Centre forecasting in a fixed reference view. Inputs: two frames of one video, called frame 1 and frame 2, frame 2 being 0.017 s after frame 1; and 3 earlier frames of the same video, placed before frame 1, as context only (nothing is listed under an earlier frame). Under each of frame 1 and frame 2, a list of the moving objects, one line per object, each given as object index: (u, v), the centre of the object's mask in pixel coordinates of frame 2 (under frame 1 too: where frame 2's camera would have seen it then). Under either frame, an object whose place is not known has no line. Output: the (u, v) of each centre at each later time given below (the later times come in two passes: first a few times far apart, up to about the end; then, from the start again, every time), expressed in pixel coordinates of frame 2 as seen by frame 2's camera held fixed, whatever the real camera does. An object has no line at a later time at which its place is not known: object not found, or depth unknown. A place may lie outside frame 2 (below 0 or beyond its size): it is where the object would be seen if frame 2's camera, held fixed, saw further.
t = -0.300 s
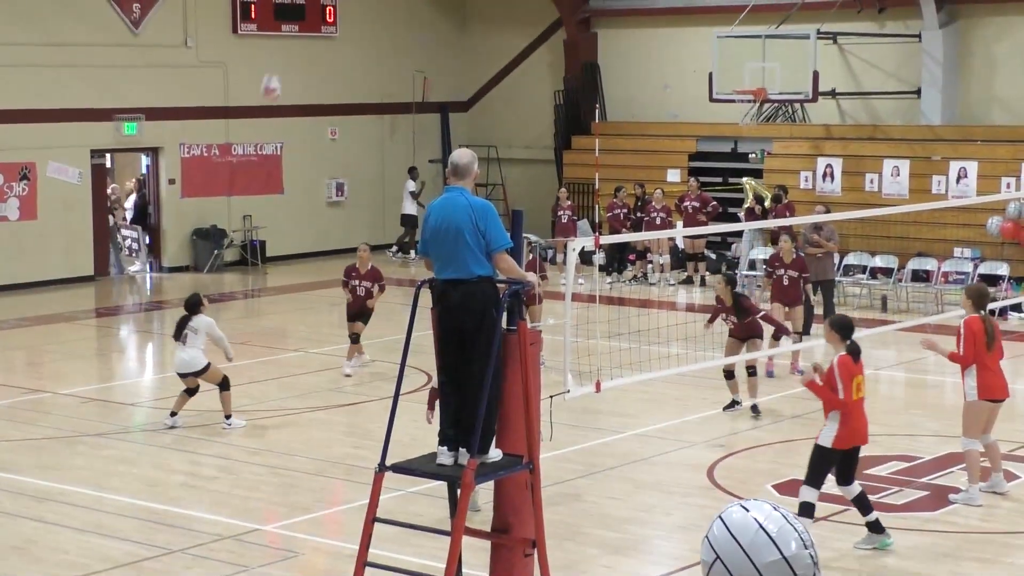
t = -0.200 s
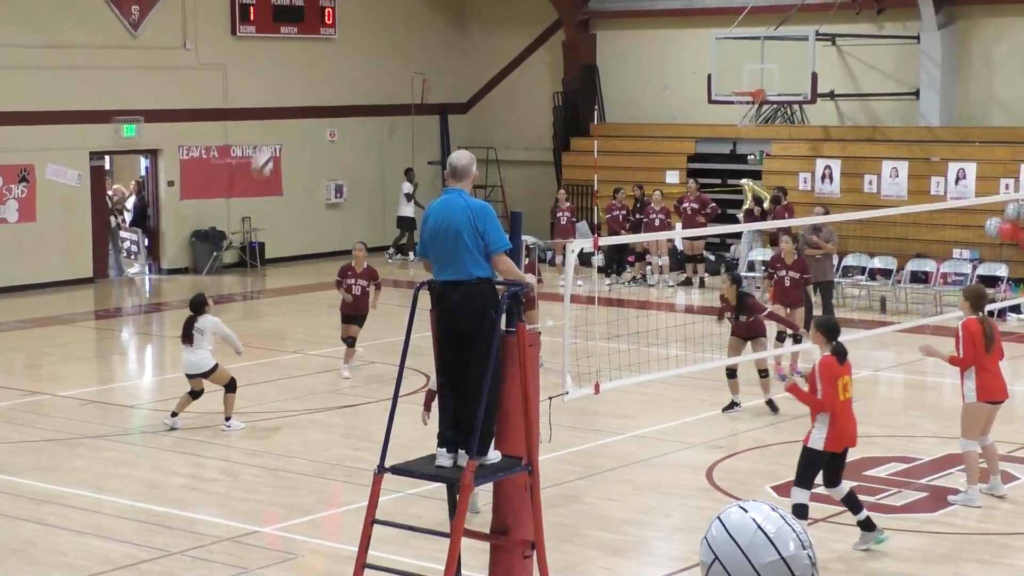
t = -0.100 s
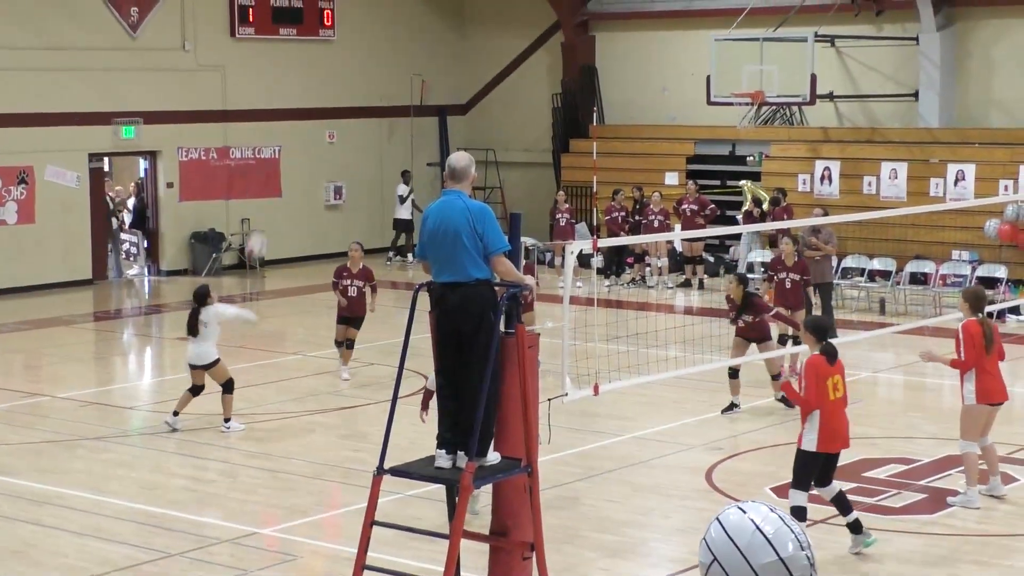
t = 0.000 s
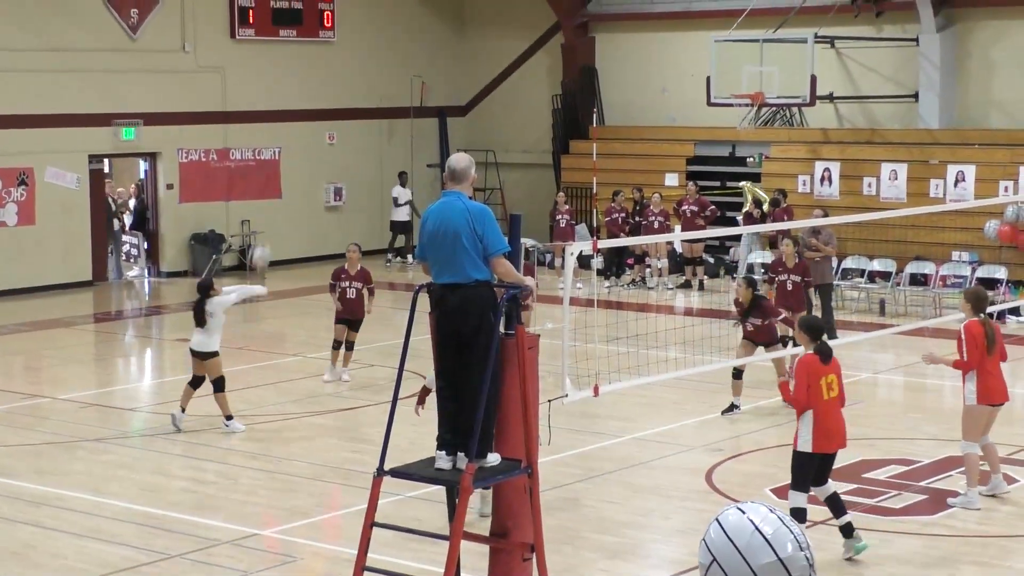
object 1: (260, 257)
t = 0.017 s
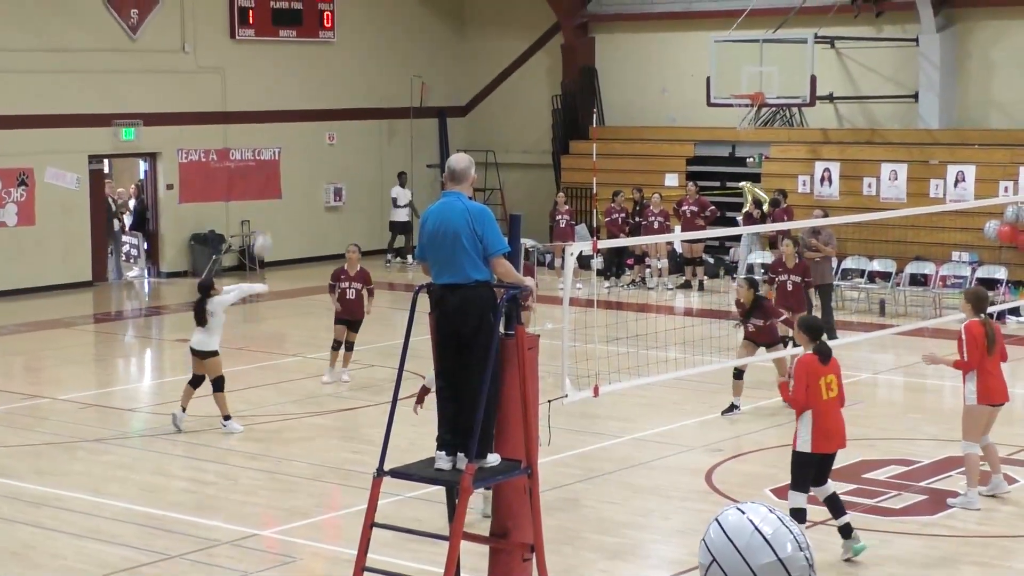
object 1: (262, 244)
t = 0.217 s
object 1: (289, 119)
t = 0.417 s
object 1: (316, 41)
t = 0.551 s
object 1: (335, 11)
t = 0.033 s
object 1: (265, 230)
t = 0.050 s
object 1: (266, 219)
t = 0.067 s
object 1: (268, 209)
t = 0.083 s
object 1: (271, 197)
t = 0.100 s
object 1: (271, 188)
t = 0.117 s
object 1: (274, 178)
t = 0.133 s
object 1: (277, 168)
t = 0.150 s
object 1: (280, 158)
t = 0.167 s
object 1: (282, 148)
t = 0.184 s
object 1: (284, 139)
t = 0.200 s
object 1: (286, 128)
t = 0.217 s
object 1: (289, 119)
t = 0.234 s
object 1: (292, 112)
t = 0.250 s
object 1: (295, 107)
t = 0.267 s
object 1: (296, 98)
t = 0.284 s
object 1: (298, 89)
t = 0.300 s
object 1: (300, 82)
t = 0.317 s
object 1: (301, 76)
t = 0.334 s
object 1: (304, 70)
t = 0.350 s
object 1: (306, 64)
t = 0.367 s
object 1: (309, 58)
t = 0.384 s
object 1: (311, 51)
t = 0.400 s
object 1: (314, 46)
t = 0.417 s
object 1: (316, 41)
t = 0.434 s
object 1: (318, 36)
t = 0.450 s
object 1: (320, 32)
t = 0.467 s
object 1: (323, 28)
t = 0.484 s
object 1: (325, 24)
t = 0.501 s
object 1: (328, 19)
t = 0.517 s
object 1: (330, 17)
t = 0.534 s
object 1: (333, 14)
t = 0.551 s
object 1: (335, 11)
